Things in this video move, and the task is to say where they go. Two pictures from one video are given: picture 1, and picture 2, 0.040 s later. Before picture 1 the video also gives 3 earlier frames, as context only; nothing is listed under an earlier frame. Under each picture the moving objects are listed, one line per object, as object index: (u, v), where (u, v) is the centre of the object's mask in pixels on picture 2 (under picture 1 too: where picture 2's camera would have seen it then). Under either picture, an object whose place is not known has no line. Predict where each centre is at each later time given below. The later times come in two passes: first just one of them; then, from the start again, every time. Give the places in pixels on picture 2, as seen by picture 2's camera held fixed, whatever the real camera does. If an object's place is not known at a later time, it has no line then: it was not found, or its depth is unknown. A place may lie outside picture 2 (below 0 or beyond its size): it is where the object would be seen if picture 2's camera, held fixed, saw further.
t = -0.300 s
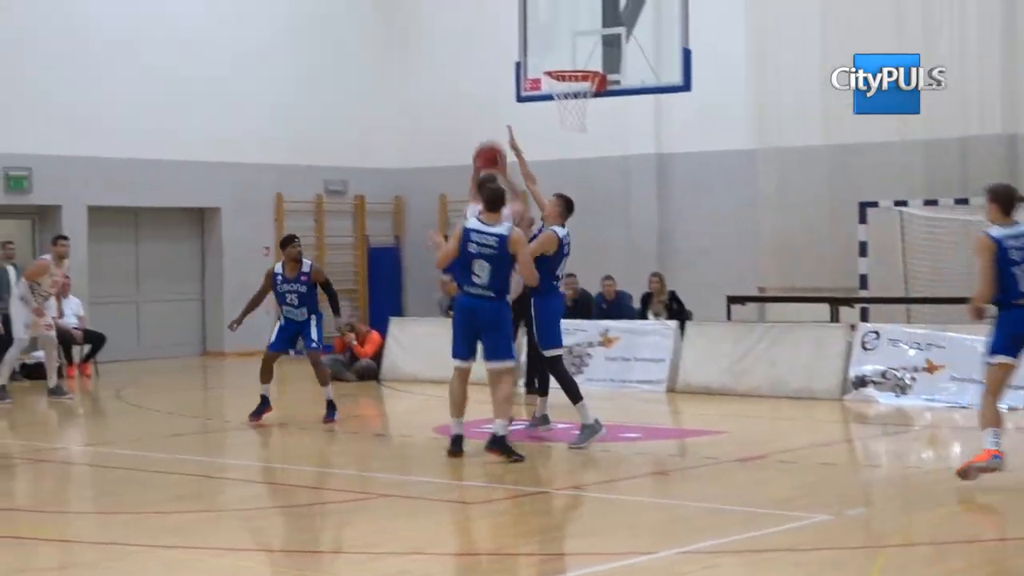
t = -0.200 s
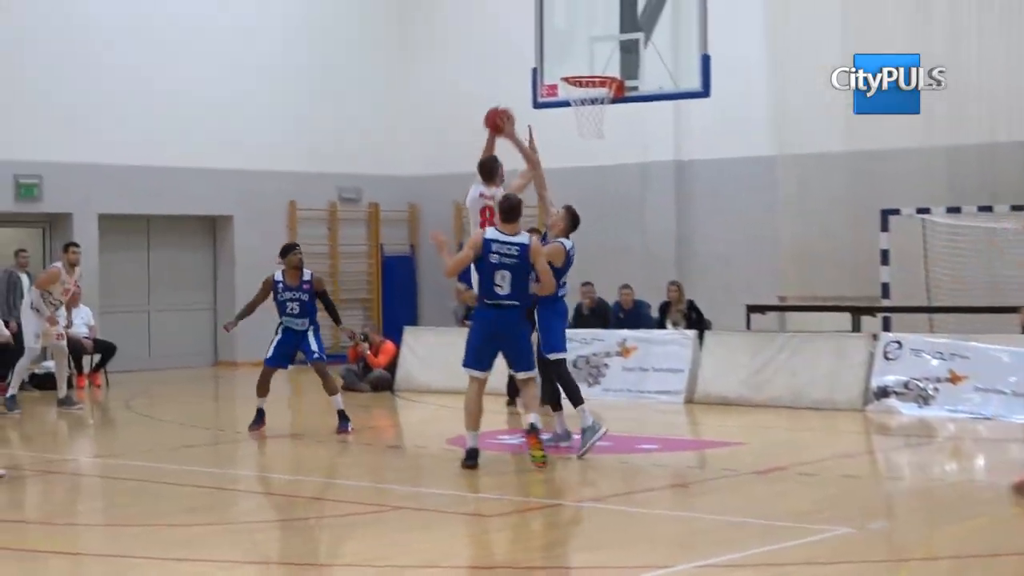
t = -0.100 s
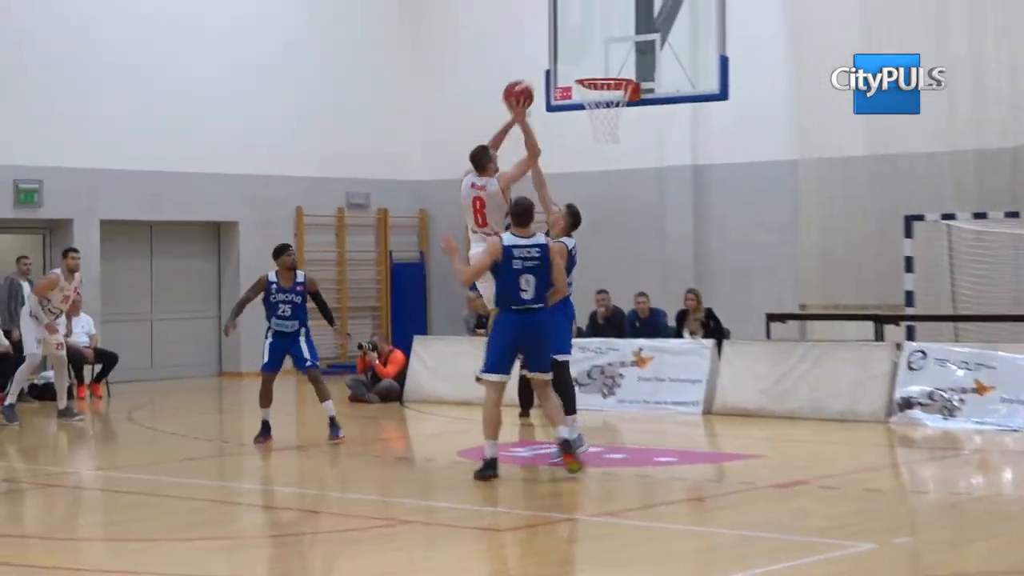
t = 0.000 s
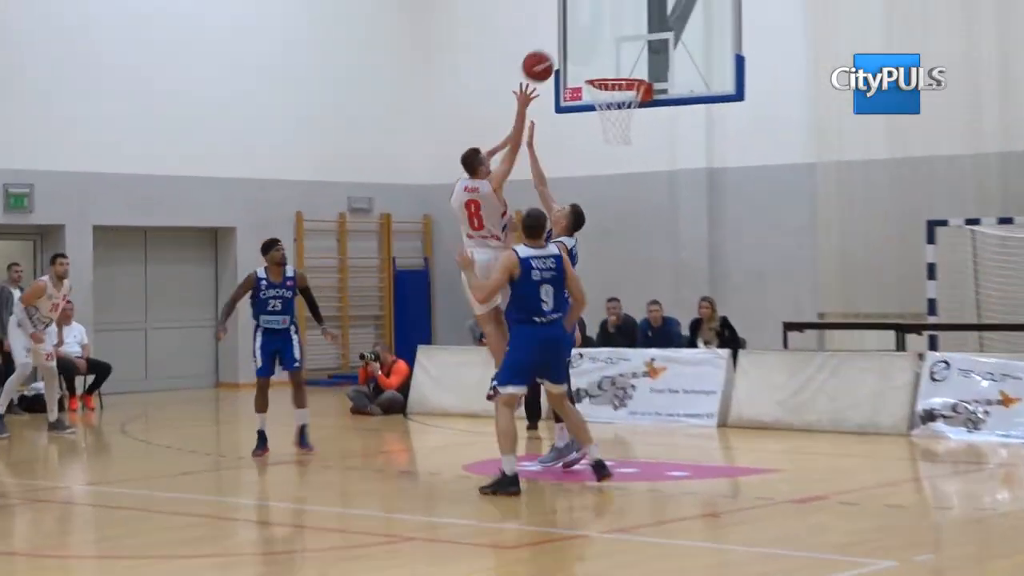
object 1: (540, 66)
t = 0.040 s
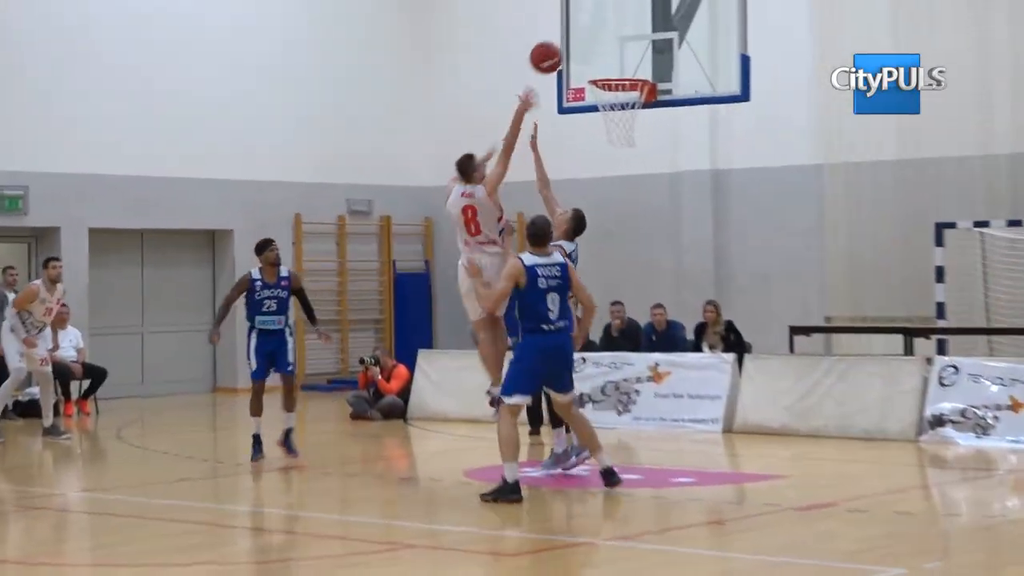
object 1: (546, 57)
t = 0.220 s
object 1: (572, 43)
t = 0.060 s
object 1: (548, 54)
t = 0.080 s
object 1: (552, 51)
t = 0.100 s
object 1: (554, 48)
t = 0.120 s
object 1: (557, 46)
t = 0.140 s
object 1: (560, 45)
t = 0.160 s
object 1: (563, 44)
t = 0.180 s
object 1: (565, 43)
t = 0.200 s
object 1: (569, 43)
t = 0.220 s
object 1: (572, 43)
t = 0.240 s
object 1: (574, 45)
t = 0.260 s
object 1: (577, 46)
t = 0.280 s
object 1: (581, 48)
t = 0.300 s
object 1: (584, 51)
